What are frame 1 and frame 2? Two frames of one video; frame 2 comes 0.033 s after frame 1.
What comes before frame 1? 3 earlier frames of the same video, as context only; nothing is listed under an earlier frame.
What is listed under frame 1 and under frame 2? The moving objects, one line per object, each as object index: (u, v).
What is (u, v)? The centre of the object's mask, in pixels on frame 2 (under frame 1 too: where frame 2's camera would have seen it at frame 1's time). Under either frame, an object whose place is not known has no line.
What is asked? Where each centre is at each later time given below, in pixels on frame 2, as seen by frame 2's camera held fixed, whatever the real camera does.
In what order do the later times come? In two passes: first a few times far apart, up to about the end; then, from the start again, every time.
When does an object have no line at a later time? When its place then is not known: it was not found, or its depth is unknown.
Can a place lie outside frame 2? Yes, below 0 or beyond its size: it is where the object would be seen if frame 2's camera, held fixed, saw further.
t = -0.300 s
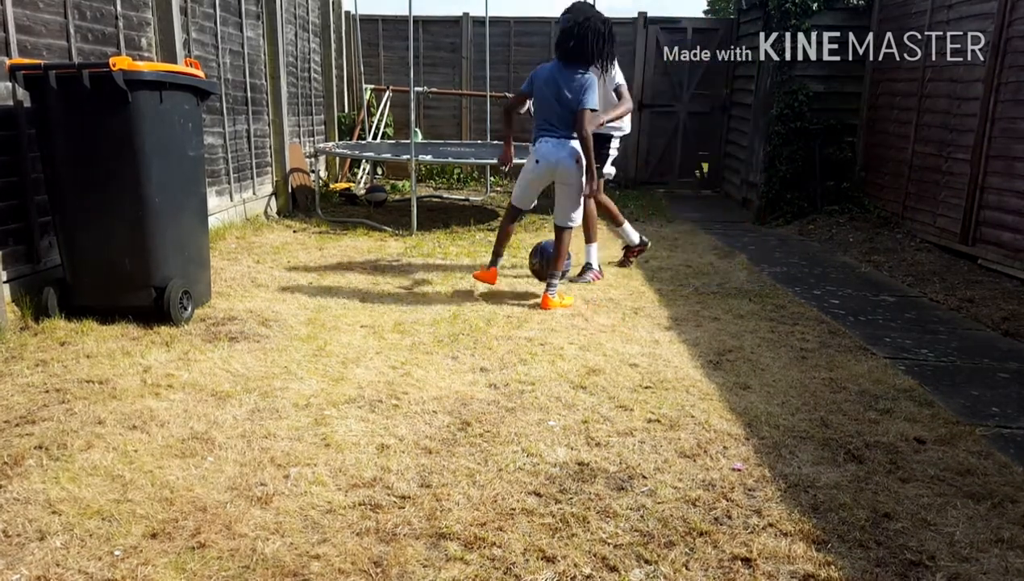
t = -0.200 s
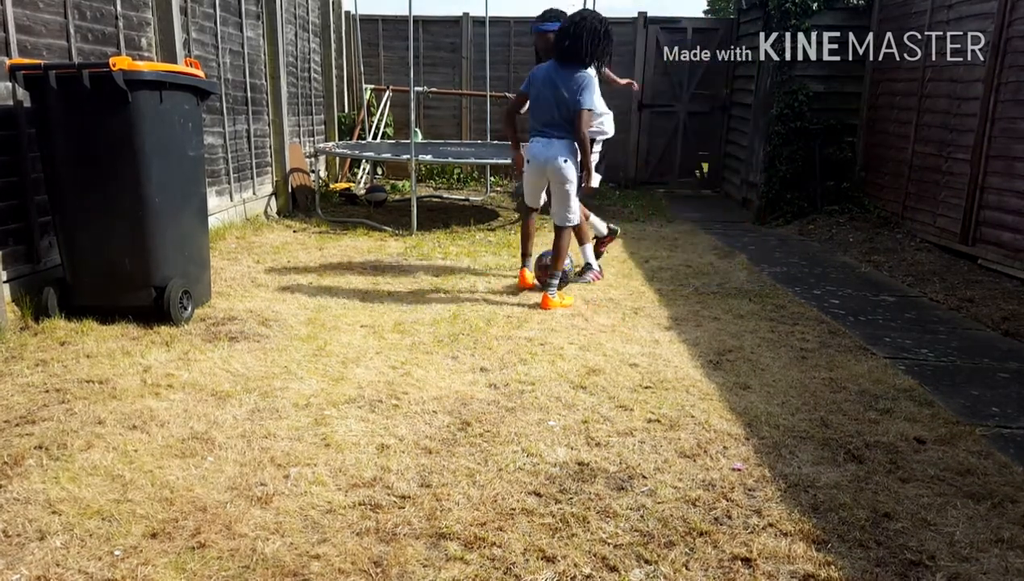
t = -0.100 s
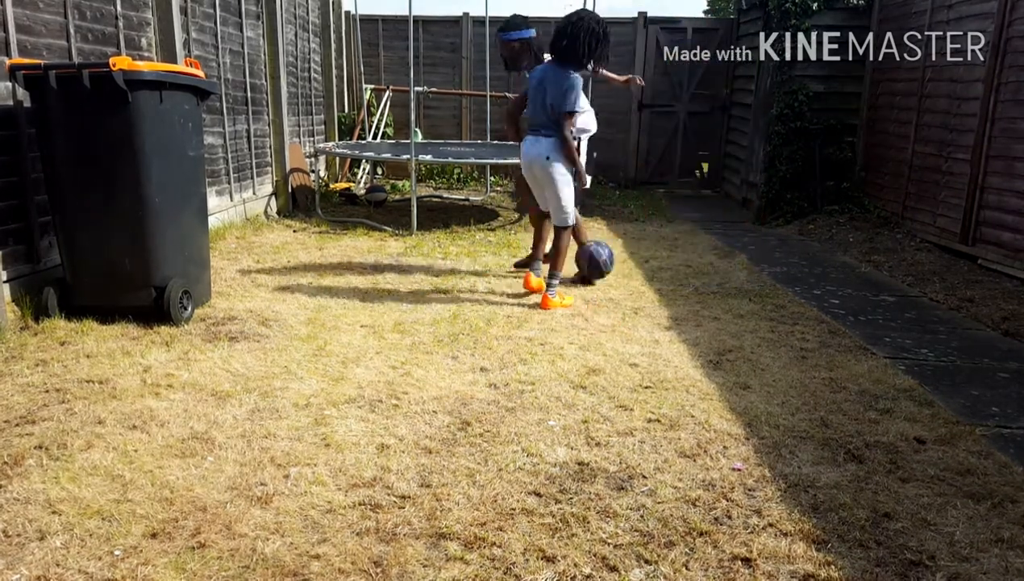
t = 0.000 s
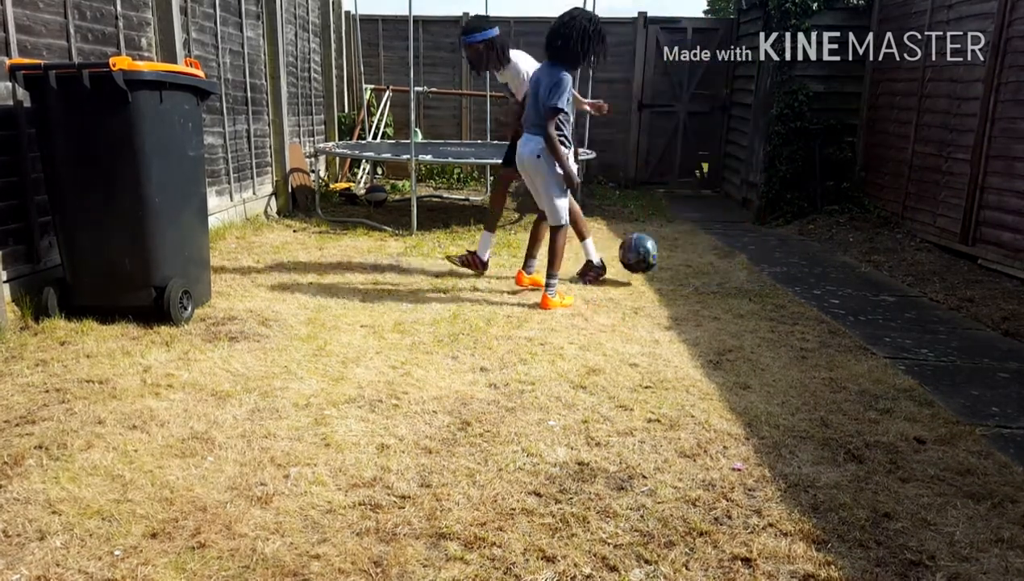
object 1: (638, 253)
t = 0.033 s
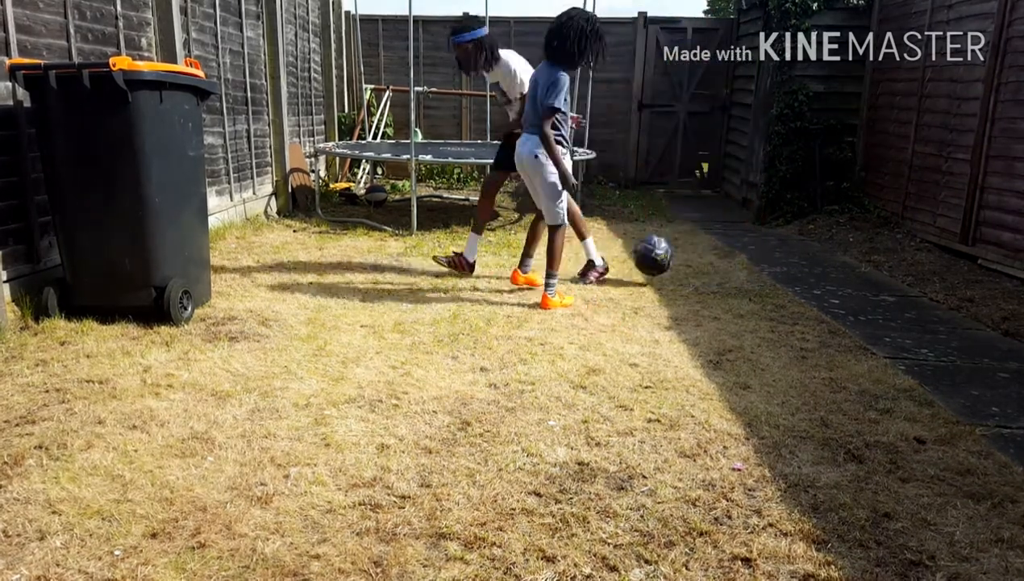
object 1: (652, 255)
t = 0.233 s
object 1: (725, 257)
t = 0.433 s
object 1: (783, 255)
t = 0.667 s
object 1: (839, 260)
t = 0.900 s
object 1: (894, 257)
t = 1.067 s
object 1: (925, 254)
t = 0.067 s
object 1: (667, 260)
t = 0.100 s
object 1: (681, 266)
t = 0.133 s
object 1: (692, 264)
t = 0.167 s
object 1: (704, 259)
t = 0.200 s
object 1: (715, 257)
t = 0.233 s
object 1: (725, 257)
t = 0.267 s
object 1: (735, 259)
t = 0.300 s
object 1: (745, 265)
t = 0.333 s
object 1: (756, 261)
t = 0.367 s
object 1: (764, 257)
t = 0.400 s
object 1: (774, 255)
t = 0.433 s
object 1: (783, 255)
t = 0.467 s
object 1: (792, 257)
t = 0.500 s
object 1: (800, 261)
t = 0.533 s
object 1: (808, 261)
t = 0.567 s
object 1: (817, 259)
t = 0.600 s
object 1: (824, 259)
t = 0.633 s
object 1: (831, 260)
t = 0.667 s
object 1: (839, 260)
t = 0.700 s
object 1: (848, 258)
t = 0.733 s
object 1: (856, 258)
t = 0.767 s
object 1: (863, 259)
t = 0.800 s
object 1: (871, 259)
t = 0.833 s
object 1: (880, 256)
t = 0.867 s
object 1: (886, 257)
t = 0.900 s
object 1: (894, 257)
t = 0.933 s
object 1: (901, 257)
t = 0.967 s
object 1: (907, 257)
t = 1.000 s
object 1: (914, 255)
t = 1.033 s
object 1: (918, 255)
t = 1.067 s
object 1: (925, 254)
